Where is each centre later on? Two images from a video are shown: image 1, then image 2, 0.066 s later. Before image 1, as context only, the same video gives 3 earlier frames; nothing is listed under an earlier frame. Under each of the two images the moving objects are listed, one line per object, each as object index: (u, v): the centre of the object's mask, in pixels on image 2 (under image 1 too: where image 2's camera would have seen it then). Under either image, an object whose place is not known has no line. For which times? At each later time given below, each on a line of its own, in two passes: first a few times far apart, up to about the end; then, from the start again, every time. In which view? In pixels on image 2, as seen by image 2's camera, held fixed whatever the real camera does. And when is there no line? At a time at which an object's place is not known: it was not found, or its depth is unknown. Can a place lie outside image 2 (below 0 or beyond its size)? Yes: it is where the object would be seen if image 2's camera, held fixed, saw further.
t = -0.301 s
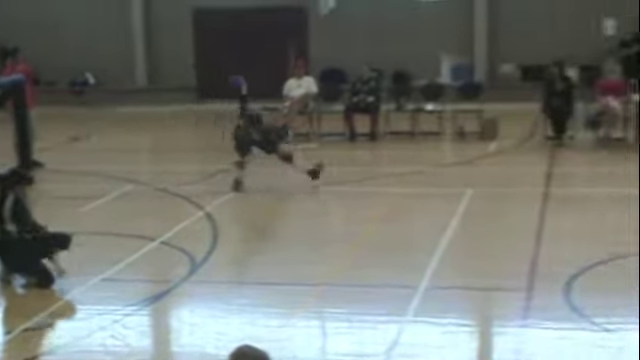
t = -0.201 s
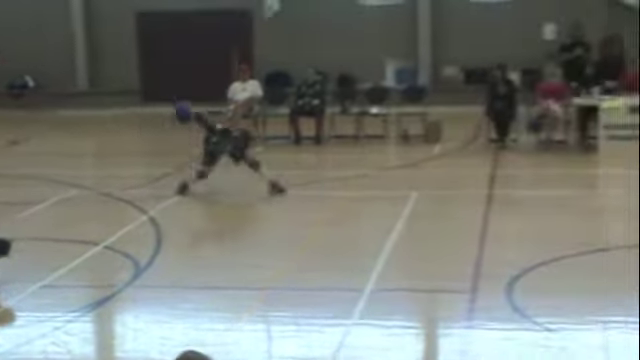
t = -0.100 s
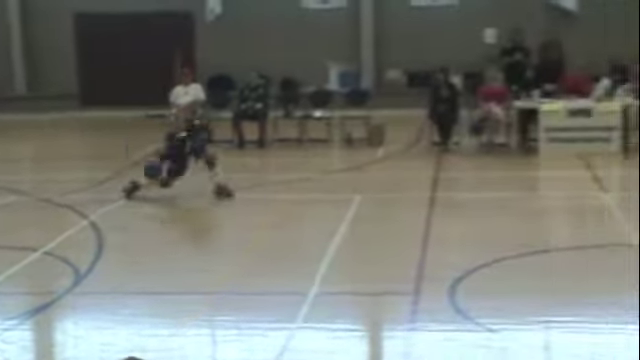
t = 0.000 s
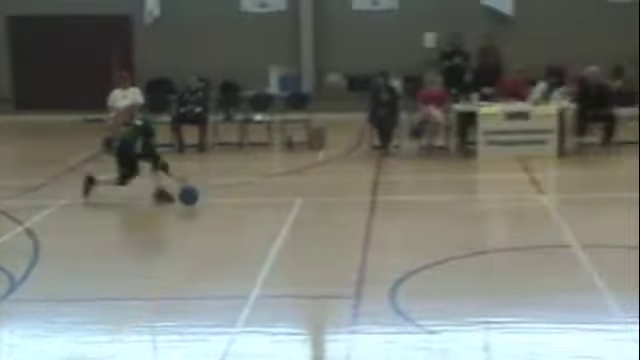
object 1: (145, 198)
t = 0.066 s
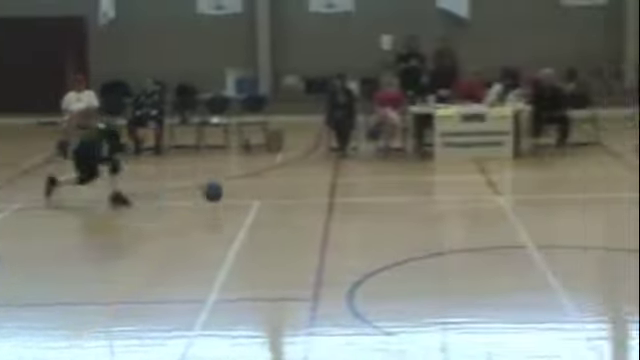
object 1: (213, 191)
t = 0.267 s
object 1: (423, 196)
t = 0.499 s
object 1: (637, 195)
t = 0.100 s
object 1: (248, 189)
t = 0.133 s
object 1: (282, 189)
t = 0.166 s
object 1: (317, 189)
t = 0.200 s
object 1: (352, 190)
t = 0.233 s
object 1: (388, 193)
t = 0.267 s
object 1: (423, 196)
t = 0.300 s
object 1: (459, 200)
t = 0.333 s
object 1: (495, 206)
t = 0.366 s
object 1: (523, 204)
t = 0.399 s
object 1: (552, 199)
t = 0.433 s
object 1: (580, 197)
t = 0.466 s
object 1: (608, 195)
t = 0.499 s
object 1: (637, 195)
